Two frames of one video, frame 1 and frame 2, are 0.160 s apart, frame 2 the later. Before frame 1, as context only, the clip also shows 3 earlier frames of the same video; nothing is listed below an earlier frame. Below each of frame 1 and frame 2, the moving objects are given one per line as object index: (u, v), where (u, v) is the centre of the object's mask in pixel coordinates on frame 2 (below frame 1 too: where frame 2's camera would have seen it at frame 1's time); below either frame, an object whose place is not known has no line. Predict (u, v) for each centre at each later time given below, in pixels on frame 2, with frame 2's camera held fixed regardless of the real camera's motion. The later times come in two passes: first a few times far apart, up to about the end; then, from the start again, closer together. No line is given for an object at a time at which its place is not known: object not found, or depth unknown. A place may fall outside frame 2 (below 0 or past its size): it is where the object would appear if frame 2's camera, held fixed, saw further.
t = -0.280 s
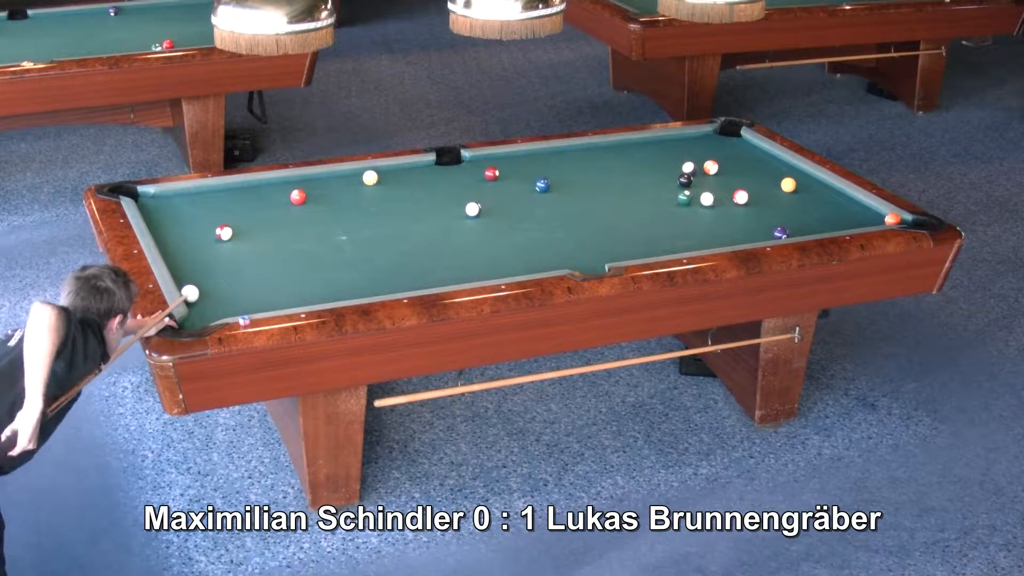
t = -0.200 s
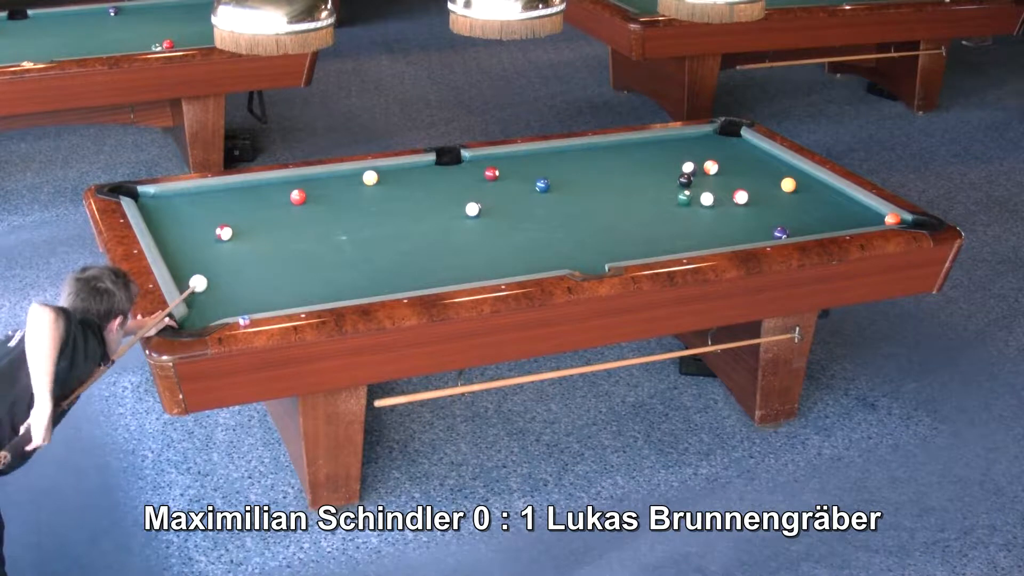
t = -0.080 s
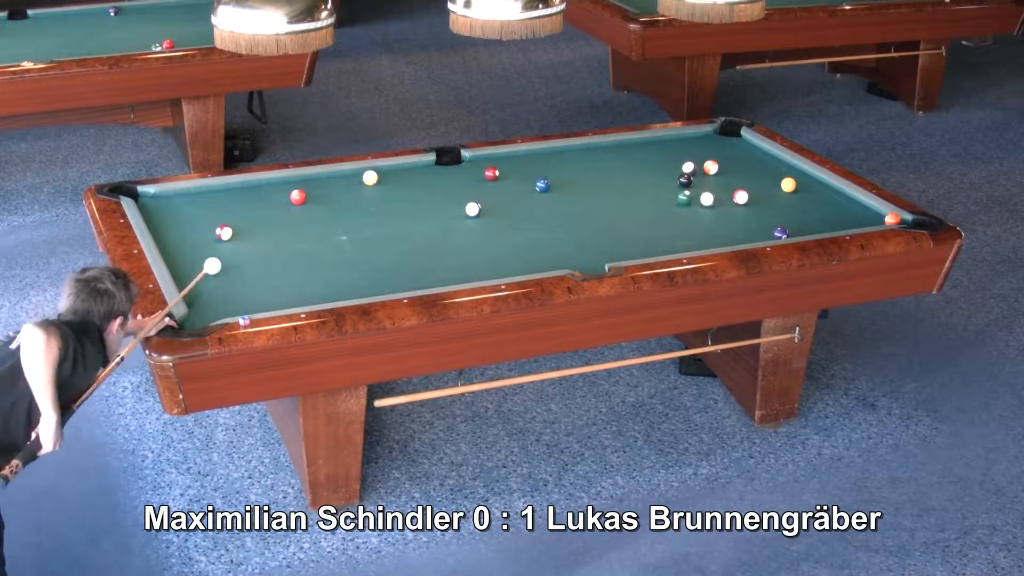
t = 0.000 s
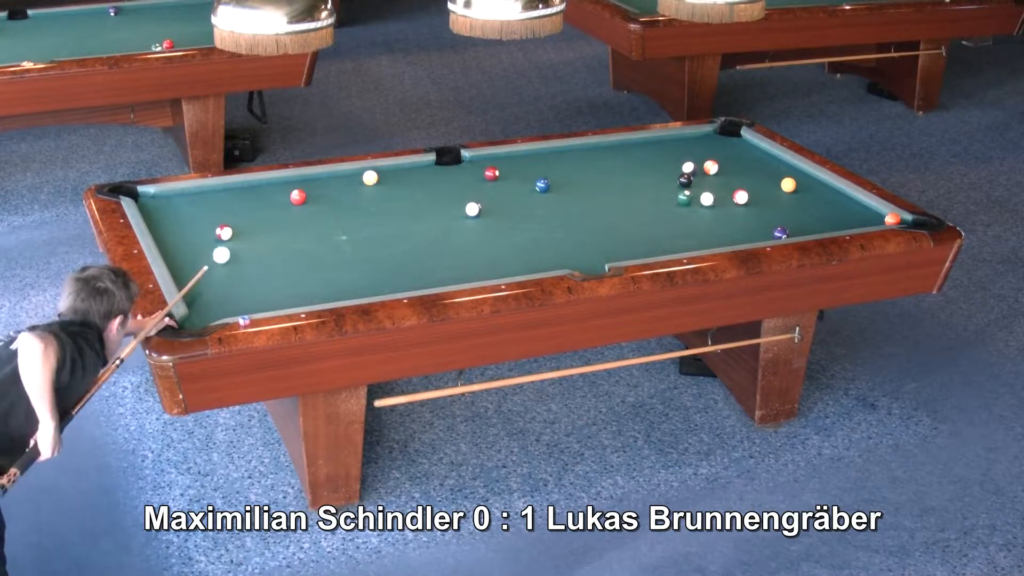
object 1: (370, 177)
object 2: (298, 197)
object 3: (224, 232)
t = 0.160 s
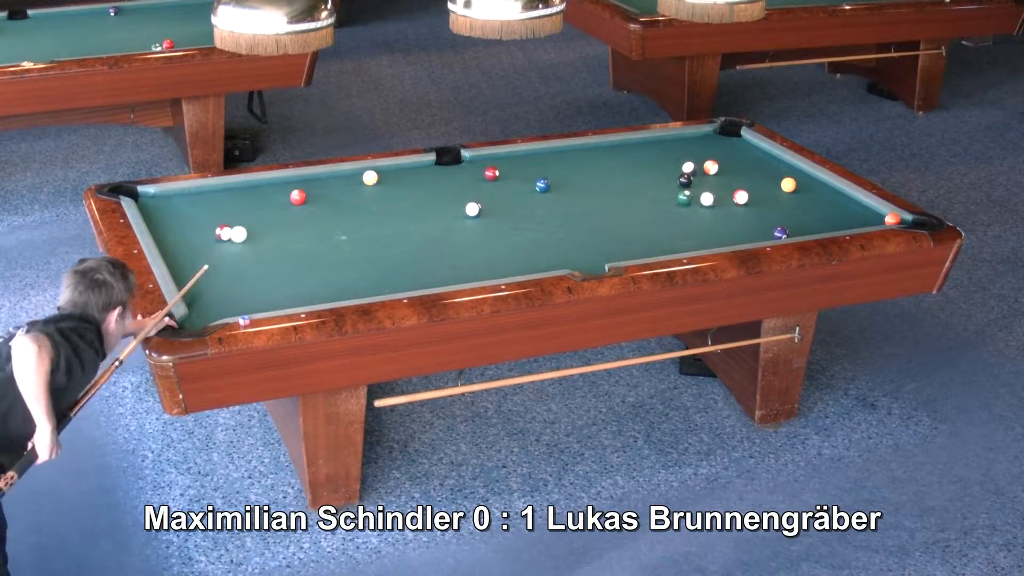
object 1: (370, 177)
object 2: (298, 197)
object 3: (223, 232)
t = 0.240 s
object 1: (370, 177)
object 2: (298, 197)
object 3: (220, 231)
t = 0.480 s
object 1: (370, 177)
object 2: (298, 196)
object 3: (210, 229)
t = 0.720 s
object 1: (370, 177)
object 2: (332, 187)
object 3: (203, 228)
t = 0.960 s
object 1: (374, 177)
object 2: (357, 180)
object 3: (196, 226)
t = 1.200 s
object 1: (393, 173)
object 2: (359, 177)
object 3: (191, 225)
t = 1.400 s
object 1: (407, 171)
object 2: (361, 175)
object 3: (187, 224)
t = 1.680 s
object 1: (425, 167)
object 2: (363, 172)
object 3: (183, 223)
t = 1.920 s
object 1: (440, 165)
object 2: (365, 171)
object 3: (181, 222)
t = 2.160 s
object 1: (452, 162)
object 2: (367, 171)
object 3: (180, 222)
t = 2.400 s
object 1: (464, 160)
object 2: (367, 171)
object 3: (180, 222)
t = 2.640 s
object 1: (474, 158)
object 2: (367, 171)
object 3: (180, 222)
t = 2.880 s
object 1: (482, 158)
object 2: (367, 170)
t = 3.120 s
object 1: (489, 157)
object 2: (367, 170)
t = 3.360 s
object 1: (494, 157)
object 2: (367, 170)
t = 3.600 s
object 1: (498, 157)
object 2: (367, 170)
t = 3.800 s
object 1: (501, 157)
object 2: (367, 170)
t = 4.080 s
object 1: (504, 157)
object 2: (367, 170)
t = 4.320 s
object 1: (504, 157)
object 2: (367, 170)
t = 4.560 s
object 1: (504, 157)
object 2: (367, 170)
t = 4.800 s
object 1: (504, 157)
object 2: (367, 170)
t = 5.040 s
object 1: (504, 157)
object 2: (367, 170)
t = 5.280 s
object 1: (504, 157)
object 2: (367, 171)
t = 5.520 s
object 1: (504, 157)
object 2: (367, 171)
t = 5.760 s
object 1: (504, 157)
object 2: (367, 170)
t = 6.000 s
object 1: (504, 157)
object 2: (367, 171)
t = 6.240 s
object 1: (504, 157)
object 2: (367, 170)
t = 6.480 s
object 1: (504, 157)
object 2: (367, 170)
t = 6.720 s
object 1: (504, 157)
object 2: (367, 170)
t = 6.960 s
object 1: (504, 157)
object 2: (367, 170)
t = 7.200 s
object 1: (504, 157)
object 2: (367, 170)
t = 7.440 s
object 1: (504, 157)
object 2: (367, 170)
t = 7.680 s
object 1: (504, 157)
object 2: (367, 170)
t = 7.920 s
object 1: (504, 157)
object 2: (367, 170)
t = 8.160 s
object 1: (504, 157)
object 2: (367, 171)
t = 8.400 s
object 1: (504, 157)
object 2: (366, 170)
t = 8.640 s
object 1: (504, 157)
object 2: (366, 171)
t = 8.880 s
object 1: (504, 157)
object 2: (366, 170)
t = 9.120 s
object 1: (504, 157)
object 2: (367, 170)
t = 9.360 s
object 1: (504, 157)
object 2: (367, 170)
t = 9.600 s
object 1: (504, 157)
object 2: (367, 170)
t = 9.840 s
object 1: (504, 157)
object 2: (367, 170)
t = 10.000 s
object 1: (504, 157)
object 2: (367, 170)
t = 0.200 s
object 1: (370, 177)
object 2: (298, 197)
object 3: (222, 232)
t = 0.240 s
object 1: (370, 177)
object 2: (298, 197)
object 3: (220, 231)
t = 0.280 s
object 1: (370, 177)
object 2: (298, 197)
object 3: (218, 230)
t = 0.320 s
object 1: (370, 177)
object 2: (298, 197)
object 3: (217, 231)
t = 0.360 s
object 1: (370, 177)
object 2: (298, 197)
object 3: (215, 231)
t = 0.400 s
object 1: (370, 177)
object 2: (298, 197)
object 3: (214, 230)
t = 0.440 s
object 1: (370, 177)
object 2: (298, 197)
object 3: (212, 230)
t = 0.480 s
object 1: (370, 177)
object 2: (298, 196)
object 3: (210, 229)
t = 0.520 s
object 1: (370, 177)
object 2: (304, 195)
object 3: (209, 229)
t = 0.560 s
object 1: (370, 177)
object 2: (311, 193)
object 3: (208, 229)
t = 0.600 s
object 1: (370, 177)
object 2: (316, 191)
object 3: (207, 229)
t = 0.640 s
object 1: (370, 177)
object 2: (322, 190)
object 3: (205, 228)
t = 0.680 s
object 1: (370, 177)
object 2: (327, 189)
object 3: (204, 228)
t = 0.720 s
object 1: (370, 177)
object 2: (332, 187)
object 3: (203, 228)
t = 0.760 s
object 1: (370, 177)
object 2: (337, 186)
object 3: (202, 227)
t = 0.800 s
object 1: (370, 177)
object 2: (342, 184)
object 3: (201, 227)
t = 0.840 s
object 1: (370, 177)
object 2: (347, 183)
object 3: (200, 227)
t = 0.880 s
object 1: (370, 177)
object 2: (351, 182)
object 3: (198, 226)
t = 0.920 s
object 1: (370, 177)
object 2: (356, 181)
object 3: (197, 226)
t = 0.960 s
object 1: (374, 177)
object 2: (357, 180)
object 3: (196, 226)
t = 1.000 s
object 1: (378, 176)
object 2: (357, 179)
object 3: (197, 227)
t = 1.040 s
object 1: (381, 175)
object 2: (358, 179)
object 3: (194, 226)
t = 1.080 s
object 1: (384, 175)
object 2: (358, 178)
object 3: (193, 226)
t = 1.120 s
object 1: (387, 174)
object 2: (358, 178)
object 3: (193, 226)
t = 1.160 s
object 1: (390, 174)
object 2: (359, 178)
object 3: (191, 225)
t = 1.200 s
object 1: (393, 173)
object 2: (359, 177)
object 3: (191, 225)
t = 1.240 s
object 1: (396, 173)
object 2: (360, 177)
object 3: (190, 225)
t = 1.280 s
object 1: (399, 172)
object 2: (360, 176)
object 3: (189, 225)
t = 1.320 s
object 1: (401, 172)
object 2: (361, 176)
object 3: (188, 224)
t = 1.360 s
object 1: (404, 171)
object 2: (361, 175)
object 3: (188, 224)
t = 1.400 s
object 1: (407, 171)
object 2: (361, 175)
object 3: (187, 224)
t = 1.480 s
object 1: (412, 170)
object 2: (362, 174)
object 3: (186, 224)
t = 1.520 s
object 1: (415, 169)
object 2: (362, 174)
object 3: (185, 223)
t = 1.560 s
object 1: (418, 169)
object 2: (363, 173)
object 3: (185, 223)
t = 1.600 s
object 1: (420, 168)
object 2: (363, 173)
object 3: (184, 223)
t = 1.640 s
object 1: (423, 168)
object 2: (363, 173)
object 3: (184, 223)
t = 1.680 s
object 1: (425, 167)
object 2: (363, 172)
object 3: (183, 223)
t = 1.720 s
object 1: (428, 167)
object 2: (364, 172)
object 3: (183, 223)
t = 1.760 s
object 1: (430, 167)
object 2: (364, 172)
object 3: (183, 223)
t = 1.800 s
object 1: (433, 166)
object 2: (364, 171)
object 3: (182, 222)
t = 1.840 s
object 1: (435, 166)
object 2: (365, 171)
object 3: (182, 222)
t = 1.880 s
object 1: (437, 165)
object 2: (365, 171)
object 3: (181, 222)
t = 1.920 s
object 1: (440, 165)
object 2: (365, 171)
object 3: (181, 222)
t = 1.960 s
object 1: (442, 164)
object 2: (366, 171)
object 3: (181, 222)
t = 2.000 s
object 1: (444, 164)
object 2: (366, 171)
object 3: (181, 222)
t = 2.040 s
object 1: (446, 164)
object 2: (366, 171)
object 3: (180, 222)
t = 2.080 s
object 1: (448, 163)
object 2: (366, 171)
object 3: (180, 222)
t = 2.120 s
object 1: (450, 163)
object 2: (367, 171)
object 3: (180, 222)
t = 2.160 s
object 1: (452, 162)
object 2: (367, 171)
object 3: (180, 222)
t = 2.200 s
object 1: (454, 162)
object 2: (367, 171)
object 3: (180, 222)
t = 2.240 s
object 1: (456, 161)
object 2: (367, 171)
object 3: (180, 222)
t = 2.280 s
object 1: (458, 161)
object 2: (367, 171)
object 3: (180, 222)
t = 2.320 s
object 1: (460, 161)
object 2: (367, 171)
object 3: (180, 222)
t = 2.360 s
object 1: (462, 161)
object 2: (367, 171)
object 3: (180, 222)
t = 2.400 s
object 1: (464, 160)
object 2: (367, 171)
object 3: (180, 222)
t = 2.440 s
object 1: (465, 160)
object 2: (367, 171)
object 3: (180, 222)
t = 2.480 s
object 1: (467, 160)
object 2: (367, 171)
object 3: (180, 222)
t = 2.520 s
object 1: (469, 159)
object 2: (367, 170)
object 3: (180, 222)
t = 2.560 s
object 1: (471, 159)
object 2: (367, 171)
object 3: (180, 222)
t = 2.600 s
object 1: (472, 158)
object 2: (367, 171)
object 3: (180, 222)
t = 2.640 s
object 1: (474, 158)
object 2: (367, 171)
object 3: (180, 222)
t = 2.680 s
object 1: (475, 158)
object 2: (367, 171)
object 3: (180, 222)
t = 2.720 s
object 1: (477, 158)
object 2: (367, 170)
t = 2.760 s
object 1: (478, 158)
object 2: (367, 170)
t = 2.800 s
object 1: (480, 158)
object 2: (367, 170)
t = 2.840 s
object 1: (481, 158)
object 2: (367, 170)
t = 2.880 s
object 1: (482, 158)
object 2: (367, 170)
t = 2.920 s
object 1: (483, 158)
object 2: (367, 170)
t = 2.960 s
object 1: (484, 158)
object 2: (367, 170)
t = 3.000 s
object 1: (486, 158)
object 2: (367, 170)
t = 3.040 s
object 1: (487, 158)
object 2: (367, 170)
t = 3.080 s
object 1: (488, 157)
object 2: (367, 170)
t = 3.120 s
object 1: (489, 157)
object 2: (367, 170)
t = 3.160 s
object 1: (490, 157)
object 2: (367, 170)
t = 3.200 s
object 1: (491, 157)
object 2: (367, 170)
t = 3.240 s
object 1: (491, 157)
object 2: (367, 170)
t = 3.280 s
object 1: (492, 157)
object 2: (367, 170)
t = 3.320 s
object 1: (493, 157)
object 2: (367, 170)
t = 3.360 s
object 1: (494, 157)
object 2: (367, 170)
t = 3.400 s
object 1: (495, 157)
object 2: (367, 170)
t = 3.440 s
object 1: (496, 157)
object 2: (367, 170)
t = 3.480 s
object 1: (496, 157)
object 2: (367, 170)
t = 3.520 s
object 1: (497, 157)
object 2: (367, 170)
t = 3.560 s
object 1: (498, 157)
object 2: (367, 170)
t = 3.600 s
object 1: (498, 157)
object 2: (367, 170)
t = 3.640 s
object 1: (499, 157)
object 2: (367, 170)
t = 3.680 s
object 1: (500, 157)
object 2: (367, 170)
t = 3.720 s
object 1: (500, 157)
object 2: (367, 170)
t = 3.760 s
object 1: (501, 157)
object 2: (367, 170)
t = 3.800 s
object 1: (501, 157)
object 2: (367, 170)
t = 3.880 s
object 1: (502, 157)
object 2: (367, 170)
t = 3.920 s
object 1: (502, 157)
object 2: (367, 171)
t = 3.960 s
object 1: (503, 157)
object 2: (367, 170)
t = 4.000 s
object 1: (503, 157)
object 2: (367, 170)
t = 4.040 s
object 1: (503, 157)
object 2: (367, 170)
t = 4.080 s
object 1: (504, 157)
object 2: (367, 170)
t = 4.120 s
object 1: (504, 157)
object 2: (367, 170)
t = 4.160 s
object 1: (504, 157)
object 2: (367, 170)
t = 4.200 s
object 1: (504, 157)
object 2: (367, 170)
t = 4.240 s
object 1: (504, 157)
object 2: (367, 170)
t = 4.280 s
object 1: (504, 157)
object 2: (367, 170)
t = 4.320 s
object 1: (504, 157)
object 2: (367, 170)
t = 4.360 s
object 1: (504, 157)
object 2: (367, 170)
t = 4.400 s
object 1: (504, 157)
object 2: (367, 170)
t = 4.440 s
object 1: (504, 157)
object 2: (367, 170)
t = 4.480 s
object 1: (504, 157)
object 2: (367, 170)
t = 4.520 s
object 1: (504, 157)
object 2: (367, 170)
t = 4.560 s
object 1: (504, 157)
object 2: (367, 170)
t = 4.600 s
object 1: (504, 157)
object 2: (367, 170)
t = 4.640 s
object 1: (504, 157)
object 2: (367, 170)
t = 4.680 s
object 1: (504, 157)
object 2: (367, 170)
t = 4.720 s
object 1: (504, 157)
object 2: (367, 170)
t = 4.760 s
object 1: (504, 157)
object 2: (367, 170)
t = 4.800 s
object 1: (504, 157)
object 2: (367, 170)
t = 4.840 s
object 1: (504, 157)
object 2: (367, 170)
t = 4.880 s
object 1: (504, 157)
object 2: (367, 170)
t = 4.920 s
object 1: (504, 157)
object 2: (367, 170)
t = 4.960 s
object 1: (504, 157)
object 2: (367, 170)
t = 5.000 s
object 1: (504, 157)
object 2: (367, 170)
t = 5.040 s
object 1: (504, 157)
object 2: (367, 170)
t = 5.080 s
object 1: (504, 157)
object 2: (367, 171)
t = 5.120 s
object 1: (504, 157)
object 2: (367, 170)
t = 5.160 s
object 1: (504, 157)
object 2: (367, 170)
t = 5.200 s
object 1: (504, 157)
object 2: (367, 171)
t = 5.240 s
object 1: (504, 157)
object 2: (367, 171)
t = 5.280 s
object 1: (504, 157)
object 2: (367, 171)
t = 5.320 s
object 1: (504, 157)
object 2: (367, 170)
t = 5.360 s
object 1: (504, 157)
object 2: (367, 171)
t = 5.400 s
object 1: (504, 157)
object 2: (367, 171)
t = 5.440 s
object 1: (504, 157)
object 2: (367, 171)
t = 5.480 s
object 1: (504, 157)
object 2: (367, 171)
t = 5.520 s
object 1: (504, 157)
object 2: (367, 171)
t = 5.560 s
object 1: (504, 157)
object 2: (367, 170)
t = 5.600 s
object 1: (504, 157)
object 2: (367, 171)
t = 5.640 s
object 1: (504, 157)
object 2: (367, 171)
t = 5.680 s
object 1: (504, 157)
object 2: (367, 170)
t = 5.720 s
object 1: (504, 157)
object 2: (367, 170)
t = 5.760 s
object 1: (504, 157)
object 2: (367, 170)
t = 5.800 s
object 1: (504, 157)
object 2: (367, 171)
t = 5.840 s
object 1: (504, 157)
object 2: (367, 170)
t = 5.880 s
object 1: (504, 157)
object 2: (367, 170)
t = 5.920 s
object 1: (504, 157)
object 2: (367, 171)
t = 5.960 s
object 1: (504, 157)
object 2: (367, 171)
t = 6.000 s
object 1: (504, 157)
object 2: (367, 171)
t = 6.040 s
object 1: (504, 157)
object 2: (367, 170)
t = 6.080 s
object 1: (504, 157)
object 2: (367, 170)
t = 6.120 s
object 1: (504, 157)
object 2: (367, 170)
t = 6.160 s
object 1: (504, 157)
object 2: (367, 171)
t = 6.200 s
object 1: (504, 157)
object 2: (367, 170)
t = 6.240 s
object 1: (504, 157)
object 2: (367, 170)
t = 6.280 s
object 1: (504, 157)
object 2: (367, 170)
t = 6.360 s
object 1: (504, 157)
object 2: (367, 170)
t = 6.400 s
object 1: (504, 157)
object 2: (367, 170)
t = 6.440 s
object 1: (504, 157)
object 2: (367, 170)
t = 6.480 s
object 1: (504, 157)
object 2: (367, 170)
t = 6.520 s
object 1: (504, 157)
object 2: (367, 170)
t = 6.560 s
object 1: (504, 157)
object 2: (367, 170)
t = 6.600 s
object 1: (504, 157)
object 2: (367, 170)
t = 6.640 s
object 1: (504, 157)
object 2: (367, 170)
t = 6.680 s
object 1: (504, 157)
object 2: (367, 170)
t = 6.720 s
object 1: (504, 157)
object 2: (367, 170)
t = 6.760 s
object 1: (504, 157)
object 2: (367, 170)
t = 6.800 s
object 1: (504, 157)
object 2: (367, 170)
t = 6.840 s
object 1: (504, 157)
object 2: (367, 170)
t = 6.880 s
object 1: (504, 157)
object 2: (367, 170)
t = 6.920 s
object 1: (504, 157)
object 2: (366, 171)
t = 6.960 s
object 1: (504, 157)
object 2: (367, 170)
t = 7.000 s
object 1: (504, 157)
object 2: (367, 170)
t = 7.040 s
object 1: (504, 157)
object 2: (367, 170)
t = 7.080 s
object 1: (504, 157)
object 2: (367, 170)
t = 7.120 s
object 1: (504, 157)
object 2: (367, 170)
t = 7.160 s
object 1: (504, 157)
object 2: (367, 170)
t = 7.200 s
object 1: (504, 157)
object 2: (367, 170)
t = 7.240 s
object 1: (504, 157)
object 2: (367, 170)
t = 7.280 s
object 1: (504, 157)
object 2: (366, 171)
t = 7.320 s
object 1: (504, 157)
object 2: (367, 170)
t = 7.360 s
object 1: (504, 157)
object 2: (367, 170)
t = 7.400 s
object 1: (504, 157)
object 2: (366, 171)
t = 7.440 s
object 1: (504, 157)
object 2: (367, 170)
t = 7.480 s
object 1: (504, 157)
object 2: (366, 171)
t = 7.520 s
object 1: (504, 157)
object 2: (367, 170)
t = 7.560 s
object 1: (504, 157)
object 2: (367, 170)
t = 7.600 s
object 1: (504, 157)
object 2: (367, 170)
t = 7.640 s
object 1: (504, 157)
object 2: (367, 170)
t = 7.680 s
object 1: (504, 157)
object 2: (367, 170)
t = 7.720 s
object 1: (504, 157)
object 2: (367, 170)
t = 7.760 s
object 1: (504, 157)
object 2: (367, 170)
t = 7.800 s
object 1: (504, 157)
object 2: (367, 171)
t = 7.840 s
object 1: (504, 157)
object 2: (367, 170)
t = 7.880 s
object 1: (504, 157)
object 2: (367, 170)
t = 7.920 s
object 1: (504, 157)
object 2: (367, 170)
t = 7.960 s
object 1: (504, 157)
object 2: (367, 170)
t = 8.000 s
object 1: (504, 157)
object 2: (367, 170)
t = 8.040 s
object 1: (504, 157)
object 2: (367, 171)
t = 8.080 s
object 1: (504, 157)
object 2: (367, 170)
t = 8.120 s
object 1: (504, 157)
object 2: (367, 171)
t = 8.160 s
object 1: (504, 157)
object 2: (367, 171)
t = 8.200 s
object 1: (504, 157)
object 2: (367, 171)
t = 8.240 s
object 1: (504, 157)
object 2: (367, 170)
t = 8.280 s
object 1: (504, 157)
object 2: (366, 170)
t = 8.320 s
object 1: (504, 157)
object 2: (366, 170)
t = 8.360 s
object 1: (504, 157)
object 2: (366, 170)
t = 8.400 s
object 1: (504, 157)
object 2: (366, 170)
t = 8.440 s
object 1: (504, 157)
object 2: (366, 170)
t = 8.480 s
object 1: (504, 157)
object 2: (366, 171)
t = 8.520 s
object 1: (504, 157)
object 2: (366, 170)
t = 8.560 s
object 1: (504, 157)
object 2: (366, 170)
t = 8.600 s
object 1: (504, 157)
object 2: (366, 171)
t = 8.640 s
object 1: (504, 157)
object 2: (366, 171)
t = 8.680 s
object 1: (504, 157)
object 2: (366, 170)
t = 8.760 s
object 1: (504, 157)
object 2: (366, 170)
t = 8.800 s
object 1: (504, 157)
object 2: (366, 171)
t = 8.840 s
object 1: (504, 157)
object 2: (366, 170)
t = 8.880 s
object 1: (504, 157)
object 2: (366, 170)
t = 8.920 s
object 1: (504, 157)
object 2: (366, 170)
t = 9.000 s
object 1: (504, 157)
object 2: (366, 170)
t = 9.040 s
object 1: (504, 157)
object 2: (367, 170)
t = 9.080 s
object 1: (504, 157)
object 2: (367, 170)
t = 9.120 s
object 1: (504, 157)
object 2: (367, 170)
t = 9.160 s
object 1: (504, 157)
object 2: (367, 170)
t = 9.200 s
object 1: (504, 157)
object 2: (367, 170)
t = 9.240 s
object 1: (504, 157)
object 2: (367, 170)
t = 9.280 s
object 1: (504, 157)
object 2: (367, 170)
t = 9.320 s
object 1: (504, 157)
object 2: (367, 170)
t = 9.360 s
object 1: (504, 157)
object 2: (367, 170)
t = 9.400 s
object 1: (504, 157)
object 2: (367, 170)
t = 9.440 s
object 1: (504, 157)
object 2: (367, 170)
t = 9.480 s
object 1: (504, 157)
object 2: (367, 170)
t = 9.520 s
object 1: (504, 157)
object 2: (367, 170)
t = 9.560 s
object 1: (504, 157)
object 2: (367, 170)
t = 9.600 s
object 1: (504, 157)
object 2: (367, 170)
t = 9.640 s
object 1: (504, 157)
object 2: (367, 170)
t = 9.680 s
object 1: (504, 157)
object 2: (367, 170)
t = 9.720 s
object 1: (504, 157)
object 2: (367, 170)
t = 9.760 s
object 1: (504, 157)
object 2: (367, 170)
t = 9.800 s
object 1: (504, 157)
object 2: (367, 170)
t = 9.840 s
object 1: (504, 157)
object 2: (367, 170)
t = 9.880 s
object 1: (504, 157)
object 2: (367, 170)
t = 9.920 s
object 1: (504, 157)
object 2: (367, 170)
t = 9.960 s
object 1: (504, 157)
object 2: (367, 170)
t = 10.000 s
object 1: (504, 157)
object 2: (367, 170)
